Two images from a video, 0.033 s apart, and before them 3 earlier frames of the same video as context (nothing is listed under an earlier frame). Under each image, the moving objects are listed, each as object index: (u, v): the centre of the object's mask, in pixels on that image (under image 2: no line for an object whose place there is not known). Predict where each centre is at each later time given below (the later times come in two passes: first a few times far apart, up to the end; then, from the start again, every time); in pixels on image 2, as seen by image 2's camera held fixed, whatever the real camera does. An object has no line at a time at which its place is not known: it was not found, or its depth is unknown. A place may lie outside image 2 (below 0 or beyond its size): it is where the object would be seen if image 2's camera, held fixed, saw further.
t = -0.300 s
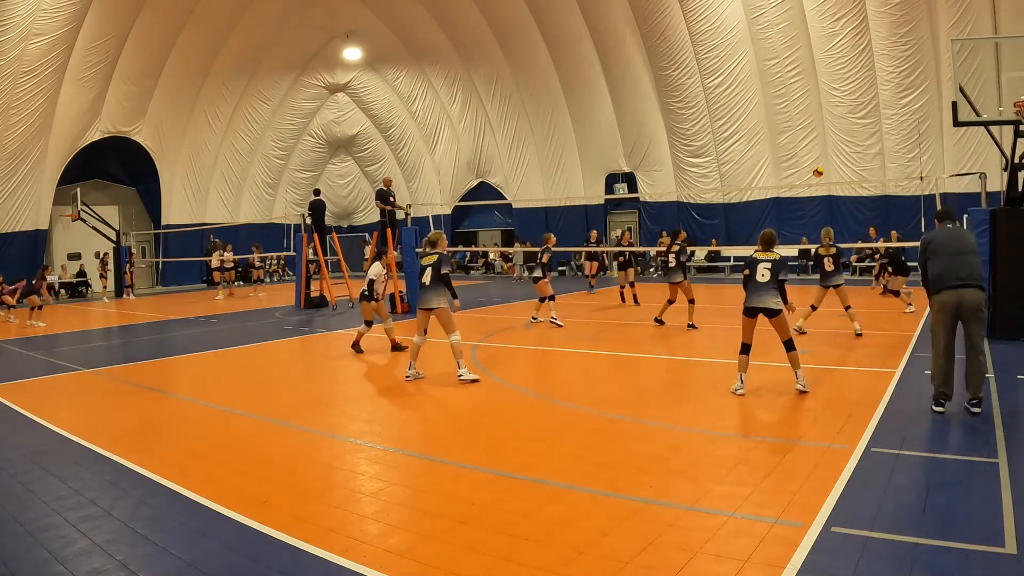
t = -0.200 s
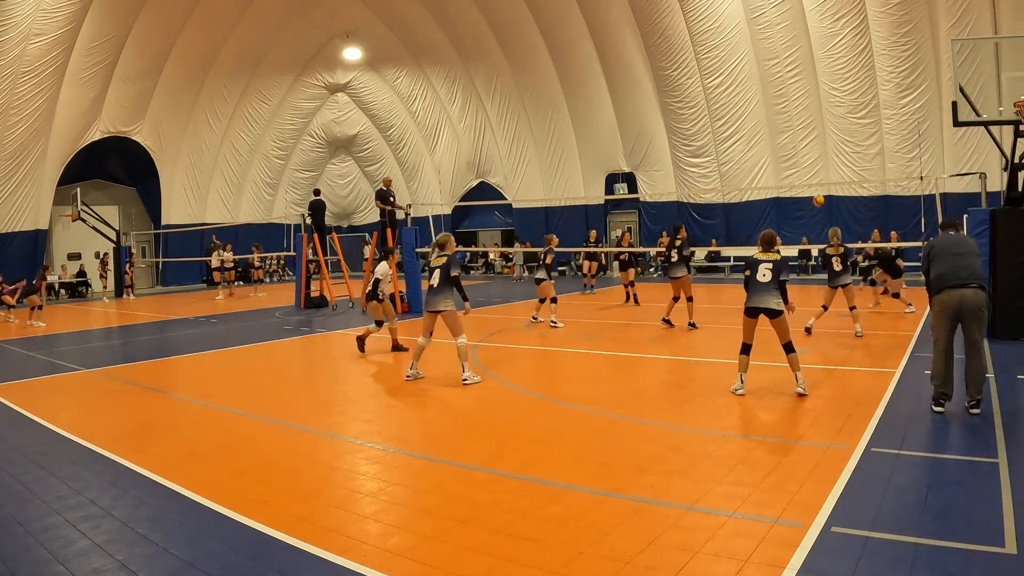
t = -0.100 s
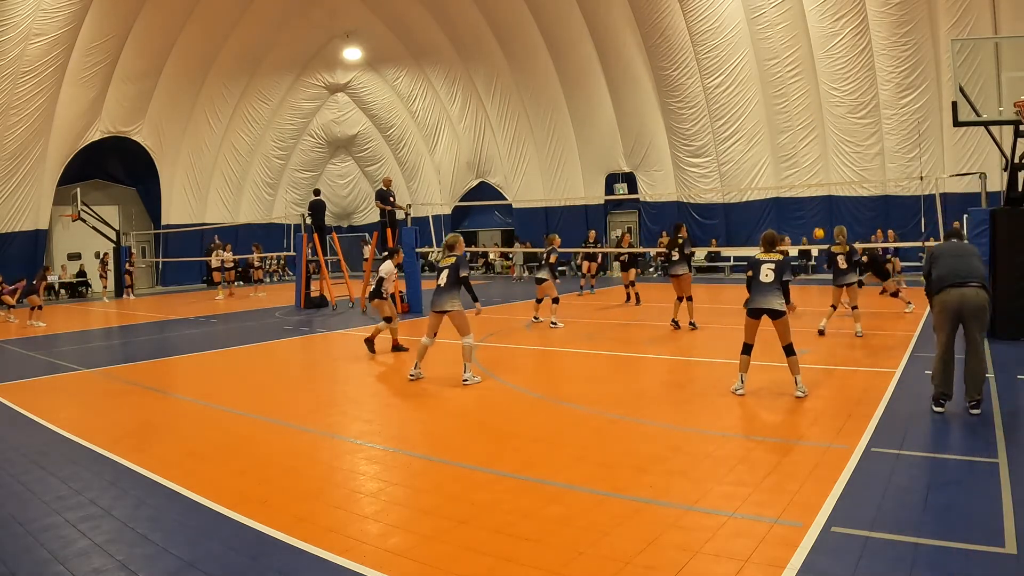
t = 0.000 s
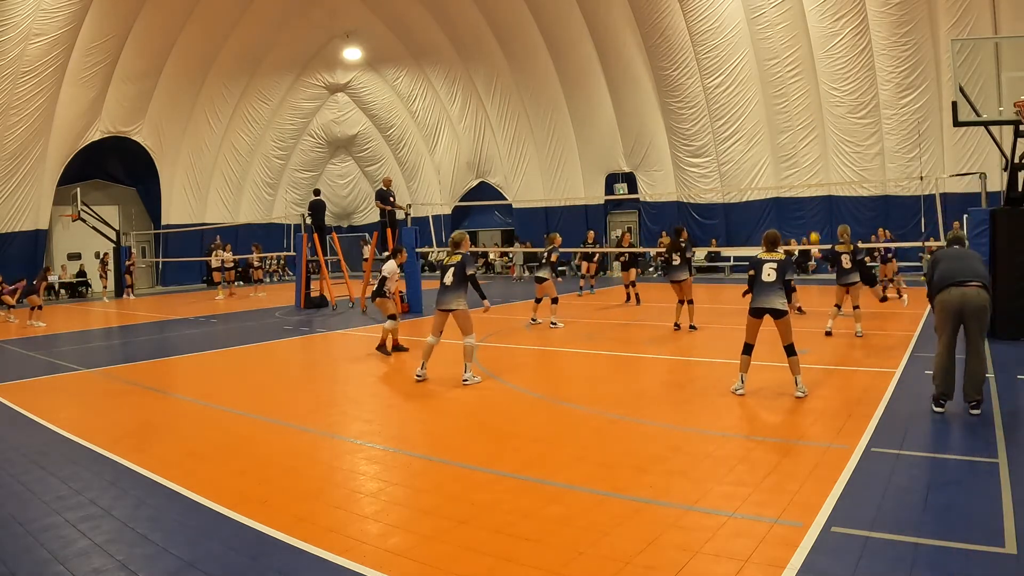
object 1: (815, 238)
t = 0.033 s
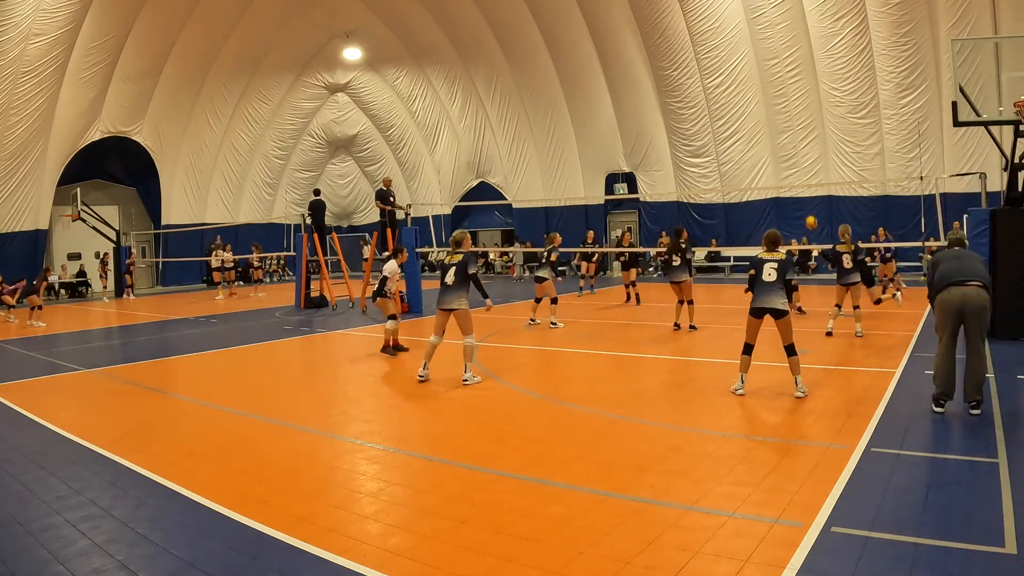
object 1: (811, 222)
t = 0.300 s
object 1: (784, 118)
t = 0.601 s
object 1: (756, 52)
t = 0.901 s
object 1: (733, 33)
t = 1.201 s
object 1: (714, 60)
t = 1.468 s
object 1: (700, 121)
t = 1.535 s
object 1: (695, 141)
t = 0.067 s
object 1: (808, 207)
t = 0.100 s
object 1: (805, 192)
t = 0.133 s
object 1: (801, 178)
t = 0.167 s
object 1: (798, 165)
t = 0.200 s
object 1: (794, 152)
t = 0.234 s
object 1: (790, 140)
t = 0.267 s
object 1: (787, 128)
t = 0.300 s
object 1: (784, 118)
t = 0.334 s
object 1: (781, 108)
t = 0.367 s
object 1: (778, 99)
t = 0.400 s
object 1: (774, 90)
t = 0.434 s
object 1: (771, 82)
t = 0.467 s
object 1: (767, 75)
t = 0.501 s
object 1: (765, 68)
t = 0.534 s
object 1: (762, 62)
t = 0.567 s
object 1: (759, 56)
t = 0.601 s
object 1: (756, 52)
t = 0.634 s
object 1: (753, 48)
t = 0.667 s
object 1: (751, 44)
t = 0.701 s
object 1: (748, 40)
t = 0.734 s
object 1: (745, 38)
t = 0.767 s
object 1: (743, 36)
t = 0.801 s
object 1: (741, 34)
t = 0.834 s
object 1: (738, 34)
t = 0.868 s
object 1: (735, 33)
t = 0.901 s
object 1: (733, 33)
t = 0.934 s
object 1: (731, 34)
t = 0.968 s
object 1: (729, 36)
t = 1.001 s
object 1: (727, 37)
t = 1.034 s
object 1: (725, 40)
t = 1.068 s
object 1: (722, 43)
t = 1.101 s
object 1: (720, 47)
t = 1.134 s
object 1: (718, 50)
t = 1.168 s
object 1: (716, 55)
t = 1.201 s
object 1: (714, 60)
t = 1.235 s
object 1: (713, 66)
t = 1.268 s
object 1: (711, 72)
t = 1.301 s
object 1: (708, 79)
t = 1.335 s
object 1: (706, 86)
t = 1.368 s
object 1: (704, 94)
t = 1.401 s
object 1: (703, 103)
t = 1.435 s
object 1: (701, 111)
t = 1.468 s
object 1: (700, 121)
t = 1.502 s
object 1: (697, 132)
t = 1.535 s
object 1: (695, 141)
